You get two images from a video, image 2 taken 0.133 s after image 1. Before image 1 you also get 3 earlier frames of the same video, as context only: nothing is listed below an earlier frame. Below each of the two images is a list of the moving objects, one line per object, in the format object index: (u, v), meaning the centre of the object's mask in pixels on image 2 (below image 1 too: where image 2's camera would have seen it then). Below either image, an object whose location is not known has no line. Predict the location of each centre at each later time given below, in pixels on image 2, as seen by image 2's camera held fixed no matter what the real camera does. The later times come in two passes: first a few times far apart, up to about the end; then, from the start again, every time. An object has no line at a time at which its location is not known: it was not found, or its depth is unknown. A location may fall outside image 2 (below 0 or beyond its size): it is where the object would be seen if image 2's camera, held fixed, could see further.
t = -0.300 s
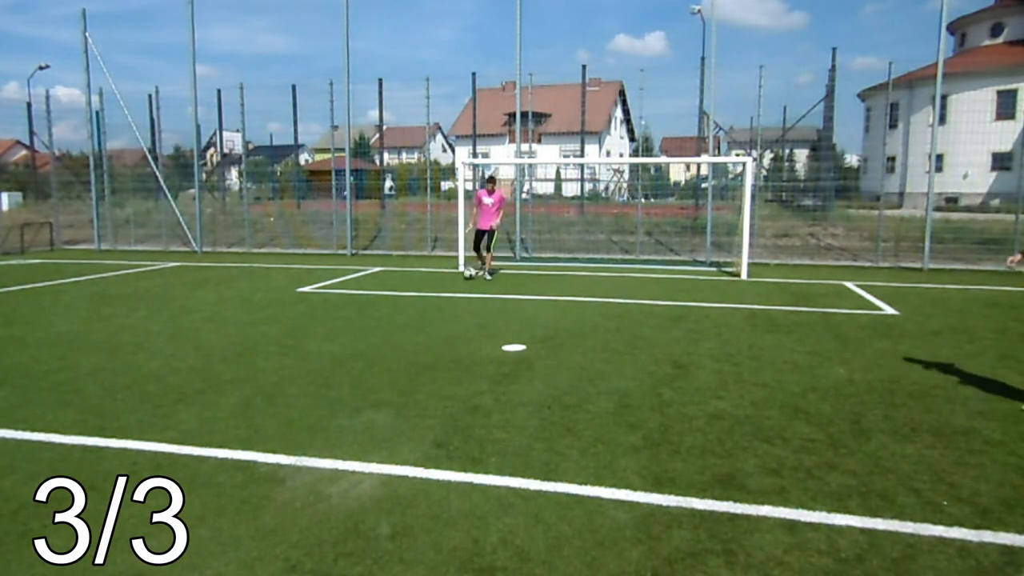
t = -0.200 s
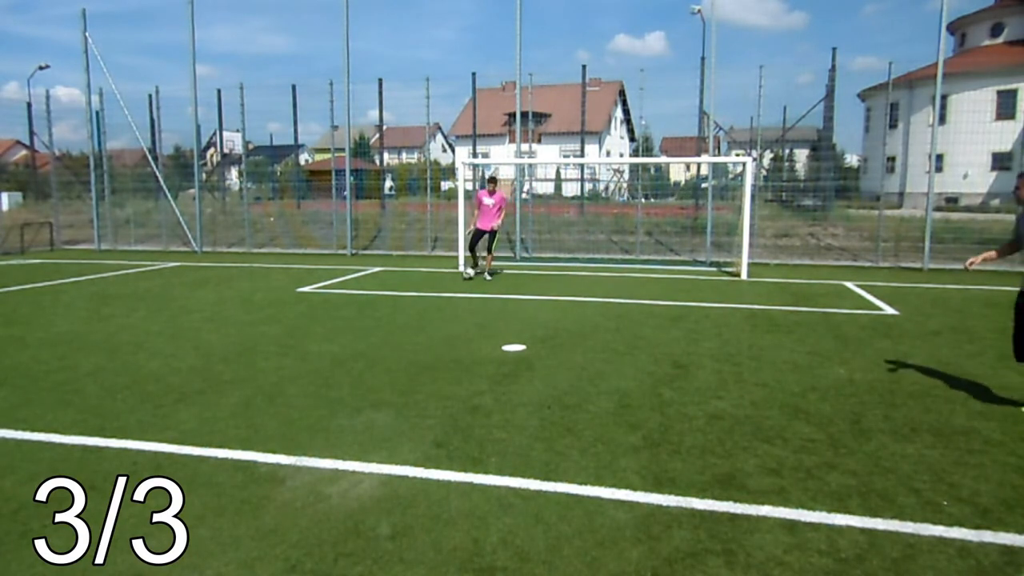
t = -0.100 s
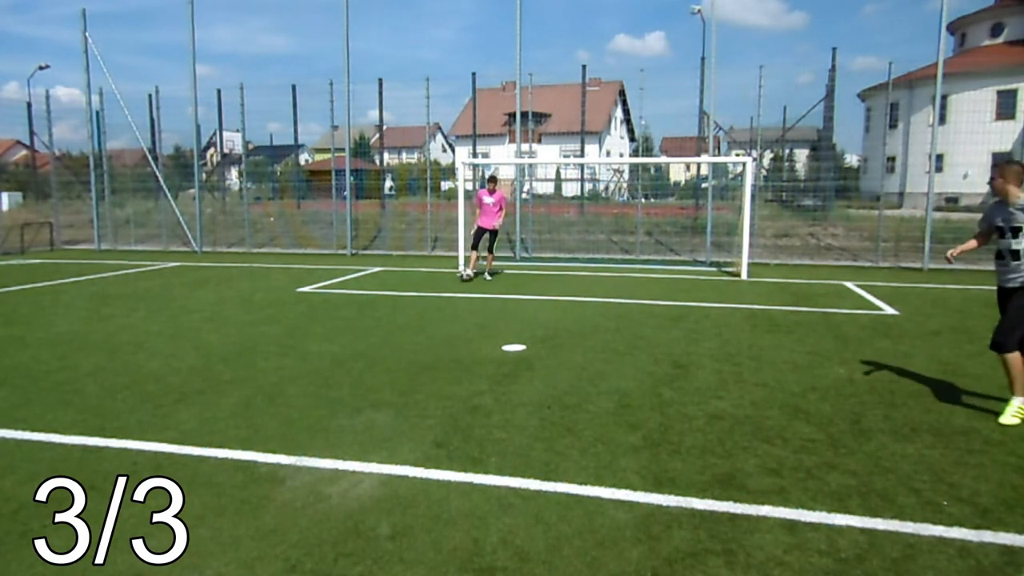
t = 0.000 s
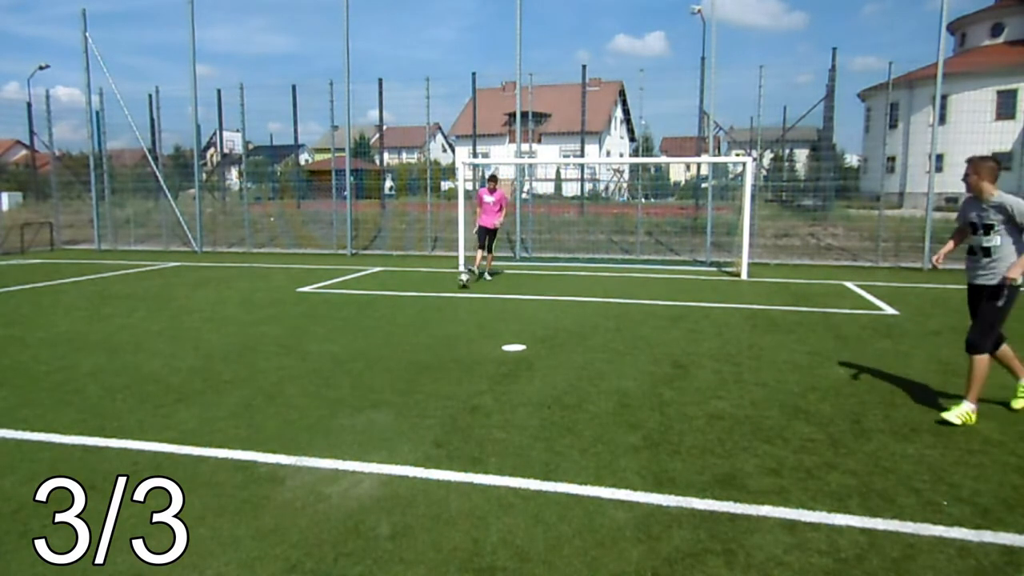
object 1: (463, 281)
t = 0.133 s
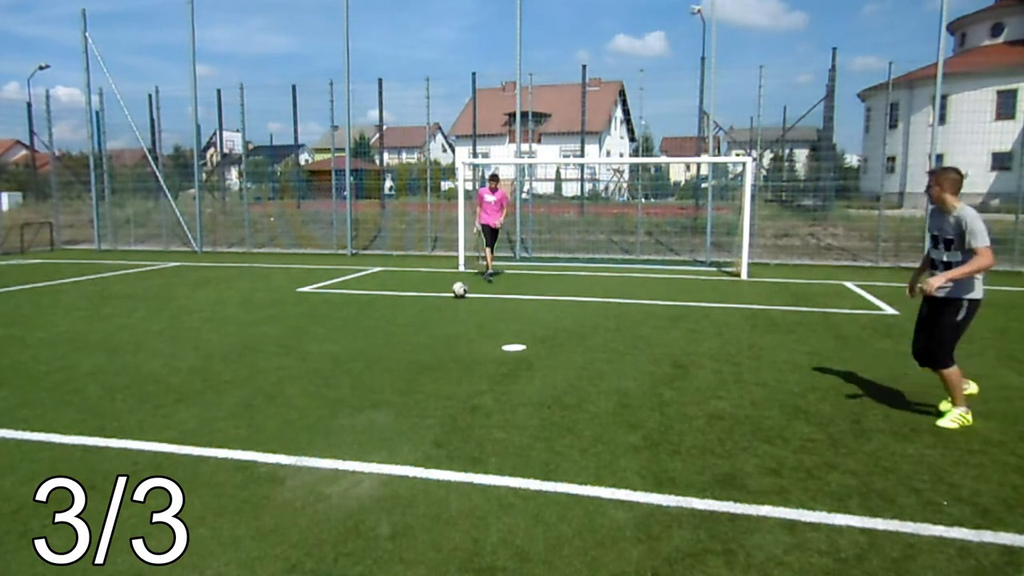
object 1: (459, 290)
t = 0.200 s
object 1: (458, 296)
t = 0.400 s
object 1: (455, 309)
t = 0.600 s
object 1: (452, 321)
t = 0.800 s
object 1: (449, 338)
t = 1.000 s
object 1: (447, 358)
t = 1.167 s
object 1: (444, 376)
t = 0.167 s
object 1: (459, 293)
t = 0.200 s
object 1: (458, 296)
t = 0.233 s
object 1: (458, 298)
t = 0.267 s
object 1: (457, 299)
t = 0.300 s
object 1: (457, 301)
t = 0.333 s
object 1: (456, 304)
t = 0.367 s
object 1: (455, 307)
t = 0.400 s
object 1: (455, 309)
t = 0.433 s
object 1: (454, 310)
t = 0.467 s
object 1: (454, 312)
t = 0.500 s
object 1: (453, 315)
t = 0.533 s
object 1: (453, 318)
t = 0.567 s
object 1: (453, 319)
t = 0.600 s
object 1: (452, 321)
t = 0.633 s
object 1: (451, 324)
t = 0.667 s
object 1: (451, 327)
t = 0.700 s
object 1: (451, 330)
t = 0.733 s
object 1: (450, 332)
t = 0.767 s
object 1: (450, 334)
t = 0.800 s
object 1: (449, 338)
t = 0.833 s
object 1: (449, 342)
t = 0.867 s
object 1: (448, 344)
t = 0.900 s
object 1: (448, 347)
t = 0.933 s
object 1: (447, 350)
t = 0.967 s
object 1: (447, 354)
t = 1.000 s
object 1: (447, 358)
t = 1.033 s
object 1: (447, 360)
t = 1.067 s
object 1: (446, 363)
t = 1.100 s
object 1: (445, 368)
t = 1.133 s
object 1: (444, 373)
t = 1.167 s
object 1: (444, 376)
